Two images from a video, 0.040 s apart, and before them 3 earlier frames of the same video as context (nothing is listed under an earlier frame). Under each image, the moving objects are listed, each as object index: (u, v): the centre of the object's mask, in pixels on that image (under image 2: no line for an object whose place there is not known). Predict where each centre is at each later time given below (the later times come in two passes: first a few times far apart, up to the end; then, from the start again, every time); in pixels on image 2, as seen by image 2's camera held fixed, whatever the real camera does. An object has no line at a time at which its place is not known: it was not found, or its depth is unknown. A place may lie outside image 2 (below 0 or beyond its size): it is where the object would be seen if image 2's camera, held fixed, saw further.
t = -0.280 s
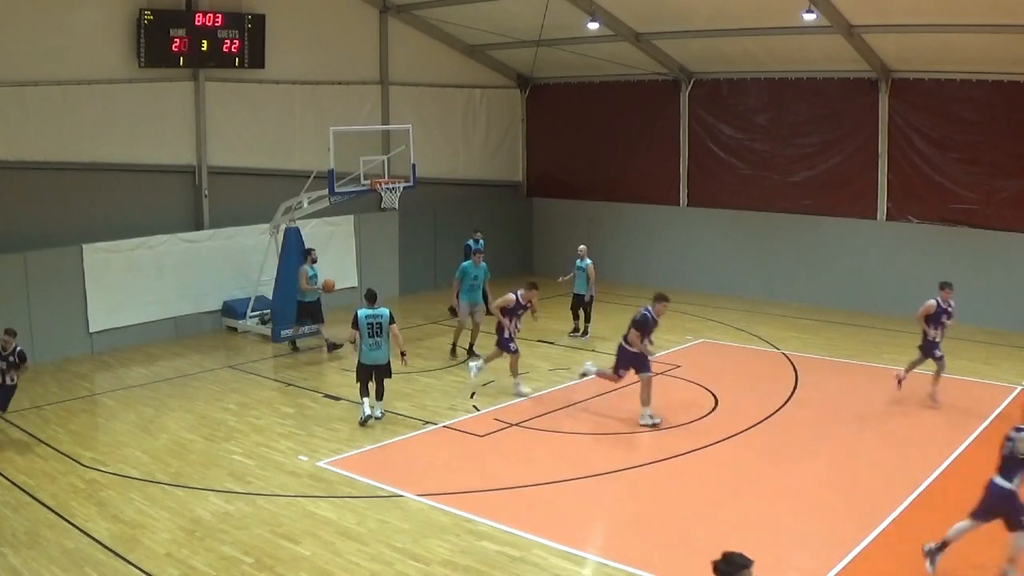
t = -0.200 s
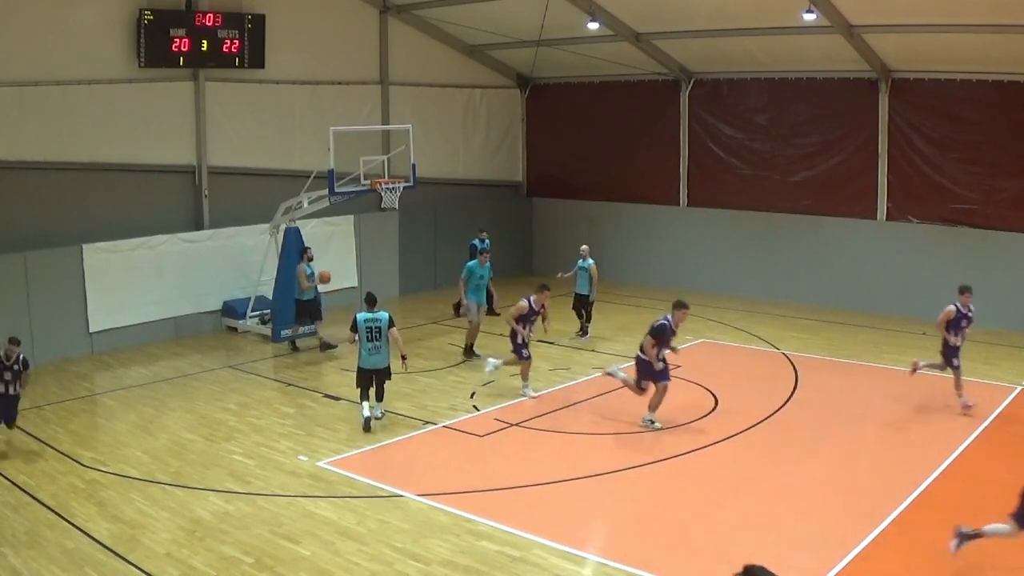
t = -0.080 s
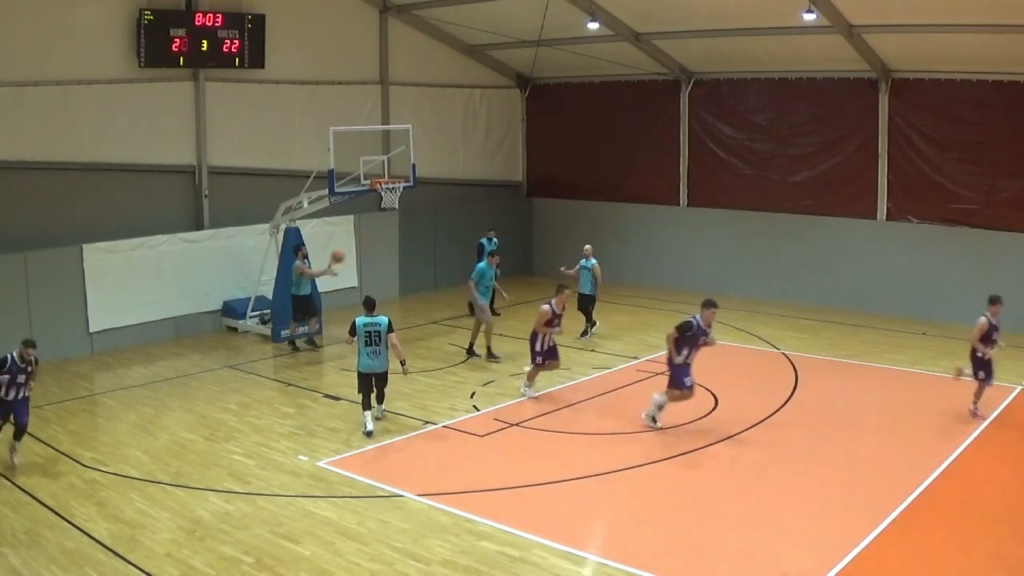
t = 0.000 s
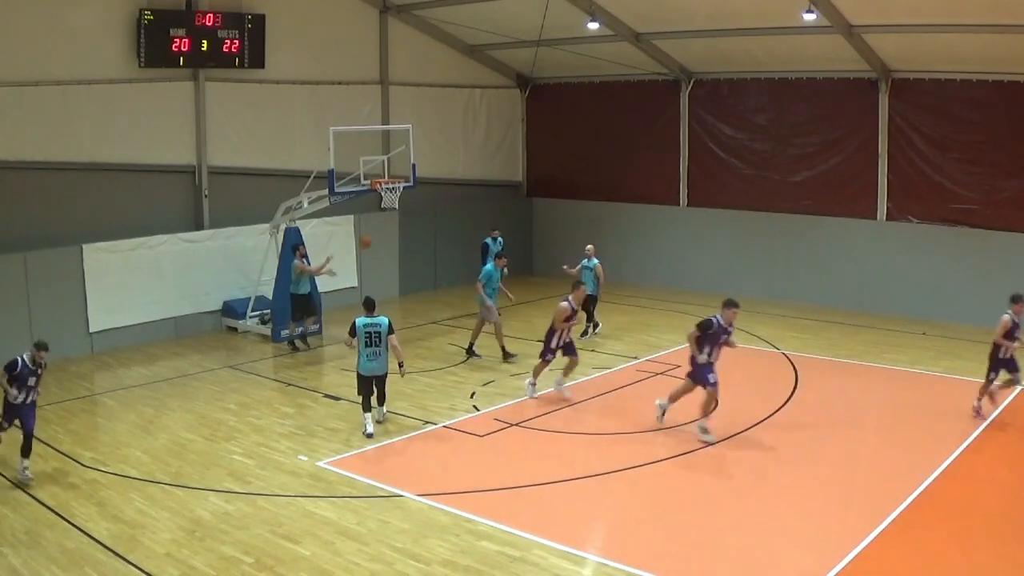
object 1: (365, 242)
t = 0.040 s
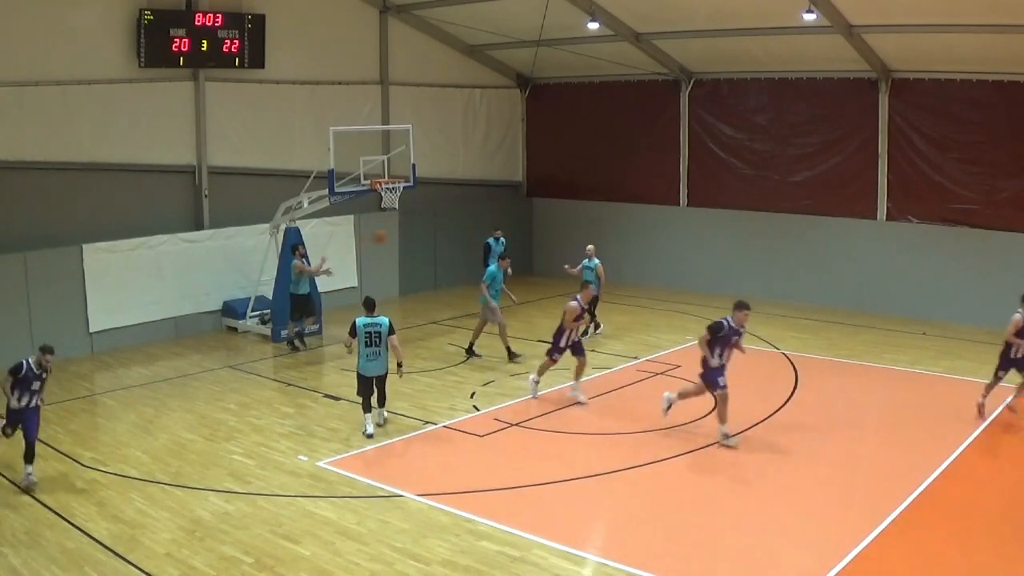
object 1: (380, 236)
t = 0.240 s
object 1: (451, 220)
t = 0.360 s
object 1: (492, 221)
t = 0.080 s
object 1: (393, 232)
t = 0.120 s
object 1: (409, 227)
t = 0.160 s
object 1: (423, 224)
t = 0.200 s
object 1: (437, 221)
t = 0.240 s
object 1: (451, 220)
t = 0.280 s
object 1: (465, 219)
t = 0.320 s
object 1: (478, 219)
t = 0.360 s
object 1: (492, 221)
